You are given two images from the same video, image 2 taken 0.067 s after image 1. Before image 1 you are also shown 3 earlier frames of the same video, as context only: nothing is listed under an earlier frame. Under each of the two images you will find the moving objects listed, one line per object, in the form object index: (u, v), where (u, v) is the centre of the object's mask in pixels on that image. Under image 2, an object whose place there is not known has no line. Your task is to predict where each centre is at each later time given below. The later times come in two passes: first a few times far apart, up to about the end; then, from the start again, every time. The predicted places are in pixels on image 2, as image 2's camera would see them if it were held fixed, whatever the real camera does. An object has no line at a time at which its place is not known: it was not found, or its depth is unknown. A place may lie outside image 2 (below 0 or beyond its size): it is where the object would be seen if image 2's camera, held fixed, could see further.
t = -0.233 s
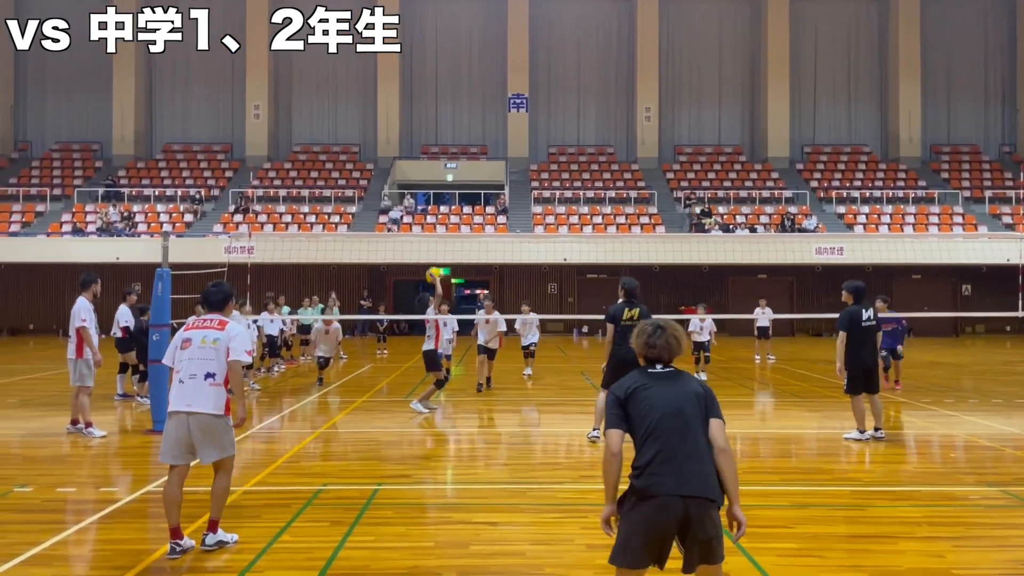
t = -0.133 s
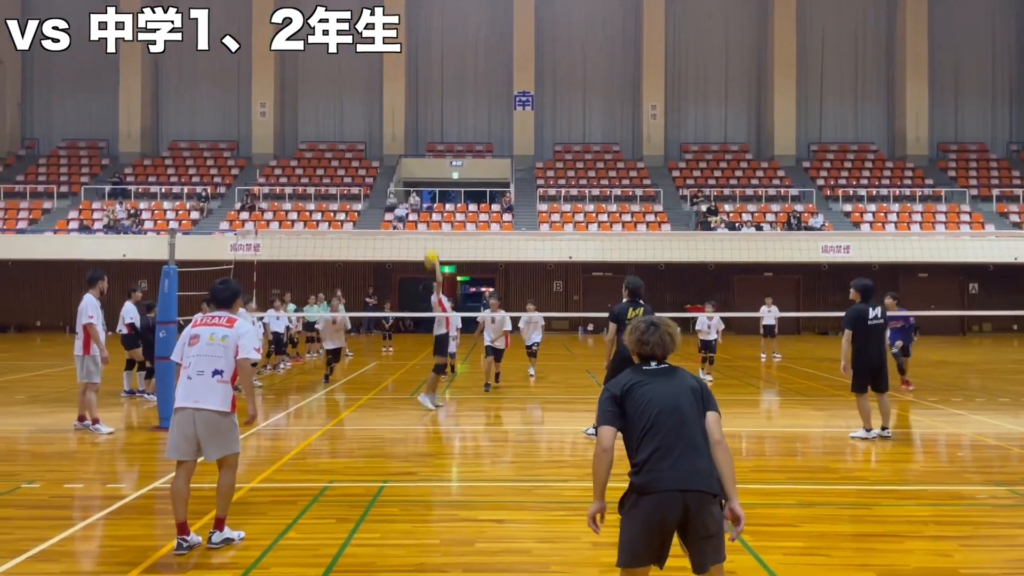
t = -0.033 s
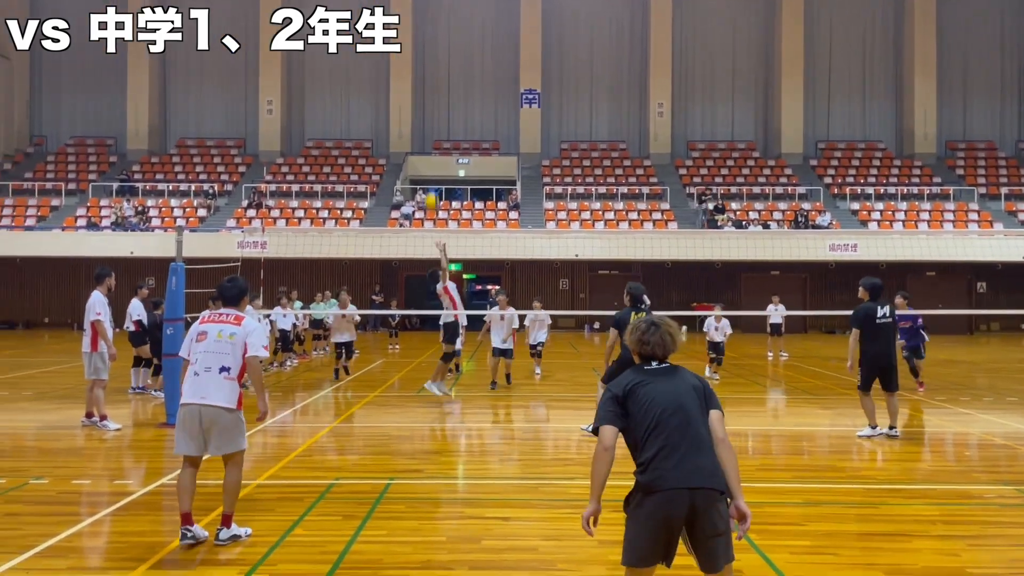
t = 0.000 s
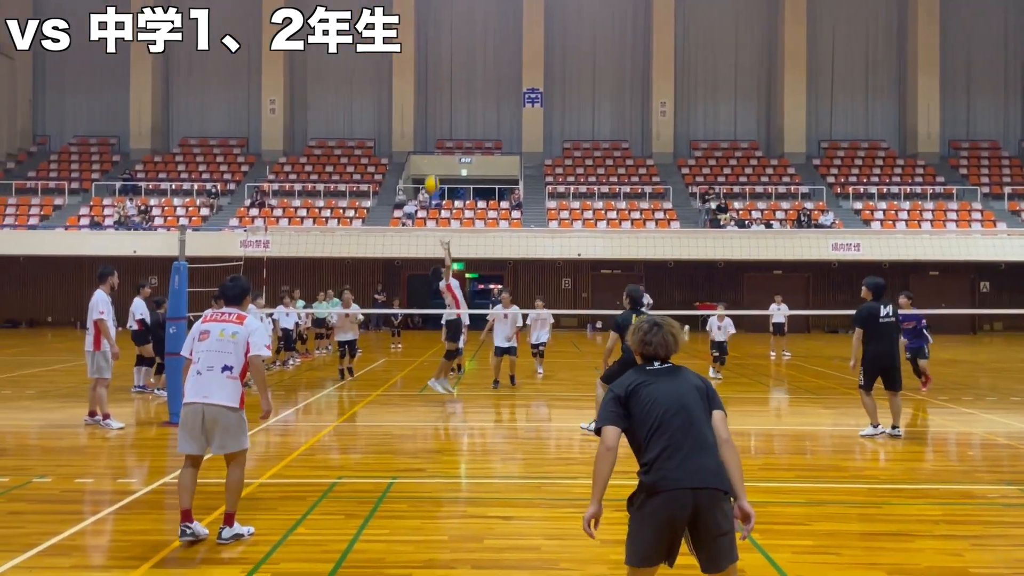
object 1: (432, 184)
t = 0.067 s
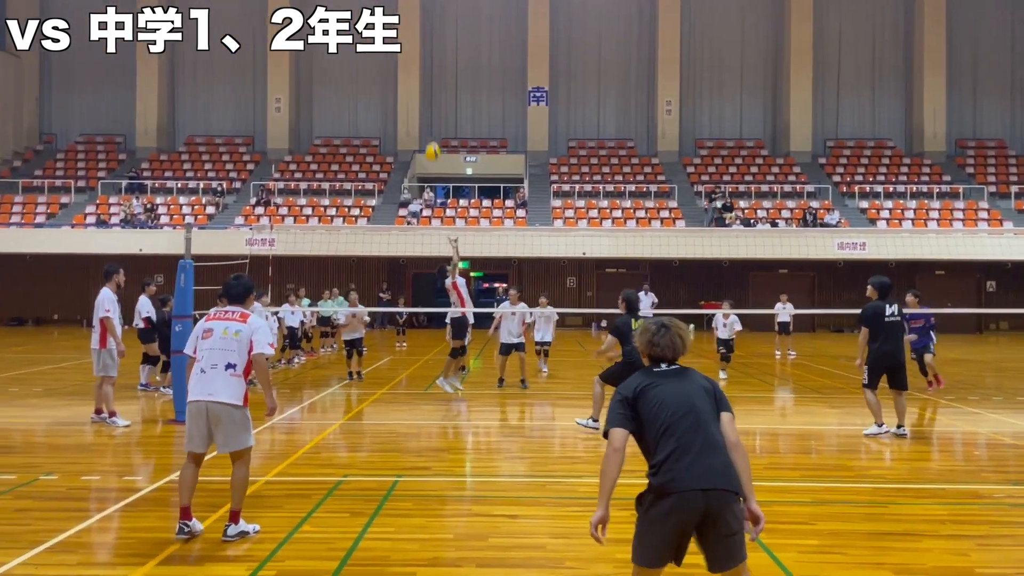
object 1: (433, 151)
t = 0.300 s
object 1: (416, 70)
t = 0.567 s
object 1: (398, 25)
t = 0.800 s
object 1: (381, 29)
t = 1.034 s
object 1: (363, 73)
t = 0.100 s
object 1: (430, 138)
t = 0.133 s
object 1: (428, 125)
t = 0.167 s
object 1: (425, 112)
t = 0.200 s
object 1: (423, 100)
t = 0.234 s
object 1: (421, 89)
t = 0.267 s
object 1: (419, 79)
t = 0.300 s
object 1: (416, 70)
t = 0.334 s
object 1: (414, 61)
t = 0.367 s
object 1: (412, 54)
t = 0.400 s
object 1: (409, 47)
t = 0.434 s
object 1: (407, 40)
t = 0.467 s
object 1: (405, 35)
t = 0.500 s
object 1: (402, 31)
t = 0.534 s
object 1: (400, 27)
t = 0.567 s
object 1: (398, 25)
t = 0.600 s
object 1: (395, 23)
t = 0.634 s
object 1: (393, 22)
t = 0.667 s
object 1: (390, 22)
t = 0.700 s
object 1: (388, 22)
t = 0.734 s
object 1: (385, 24)
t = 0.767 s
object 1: (383, 26)
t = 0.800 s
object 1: (381, 29)
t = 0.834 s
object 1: (378, 33)
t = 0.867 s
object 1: (376, 38)
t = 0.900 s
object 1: (373, 43)
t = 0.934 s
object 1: (371, 49)
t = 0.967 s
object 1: (368, 56)
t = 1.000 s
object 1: (365, 64)
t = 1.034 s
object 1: (363, 73)
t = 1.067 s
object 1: (361, 83)
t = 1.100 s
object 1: (358, 93)
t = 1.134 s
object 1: (356, 104)
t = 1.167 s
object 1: (354, 117)
